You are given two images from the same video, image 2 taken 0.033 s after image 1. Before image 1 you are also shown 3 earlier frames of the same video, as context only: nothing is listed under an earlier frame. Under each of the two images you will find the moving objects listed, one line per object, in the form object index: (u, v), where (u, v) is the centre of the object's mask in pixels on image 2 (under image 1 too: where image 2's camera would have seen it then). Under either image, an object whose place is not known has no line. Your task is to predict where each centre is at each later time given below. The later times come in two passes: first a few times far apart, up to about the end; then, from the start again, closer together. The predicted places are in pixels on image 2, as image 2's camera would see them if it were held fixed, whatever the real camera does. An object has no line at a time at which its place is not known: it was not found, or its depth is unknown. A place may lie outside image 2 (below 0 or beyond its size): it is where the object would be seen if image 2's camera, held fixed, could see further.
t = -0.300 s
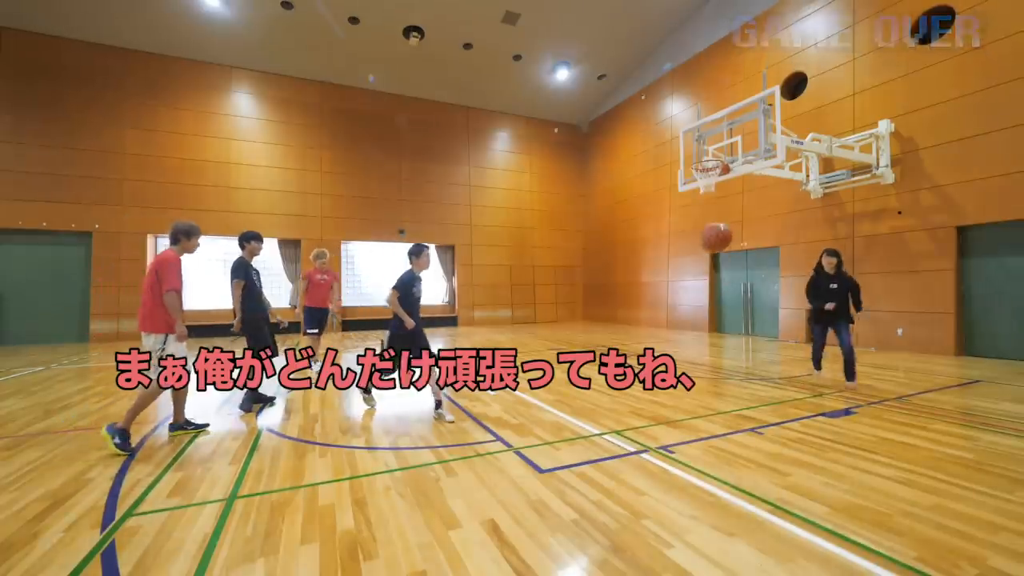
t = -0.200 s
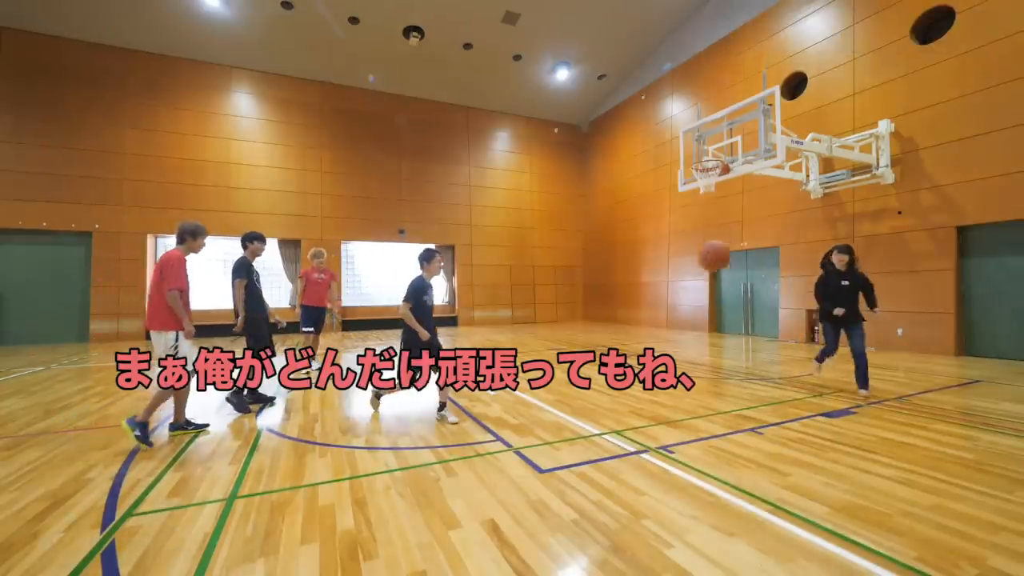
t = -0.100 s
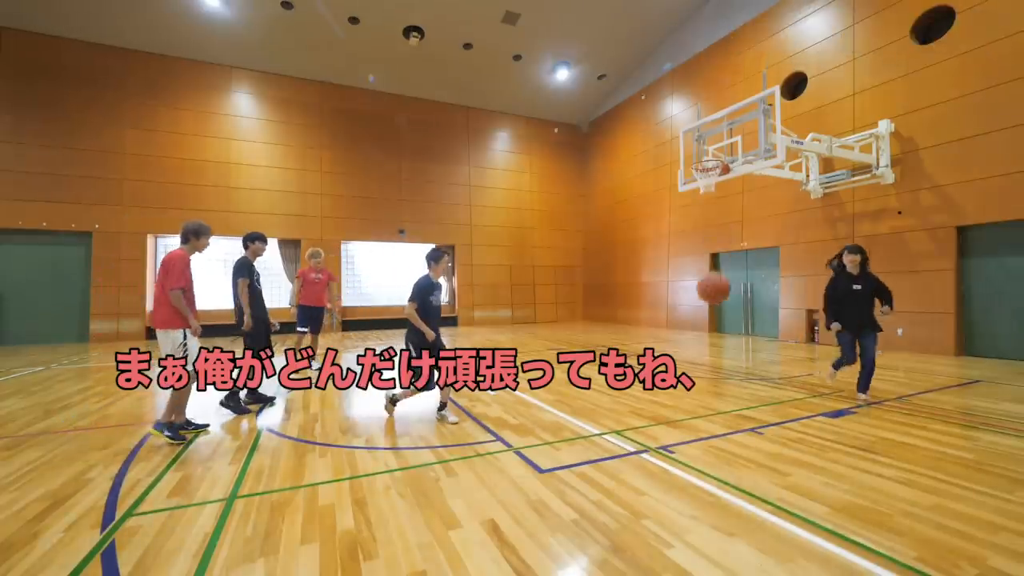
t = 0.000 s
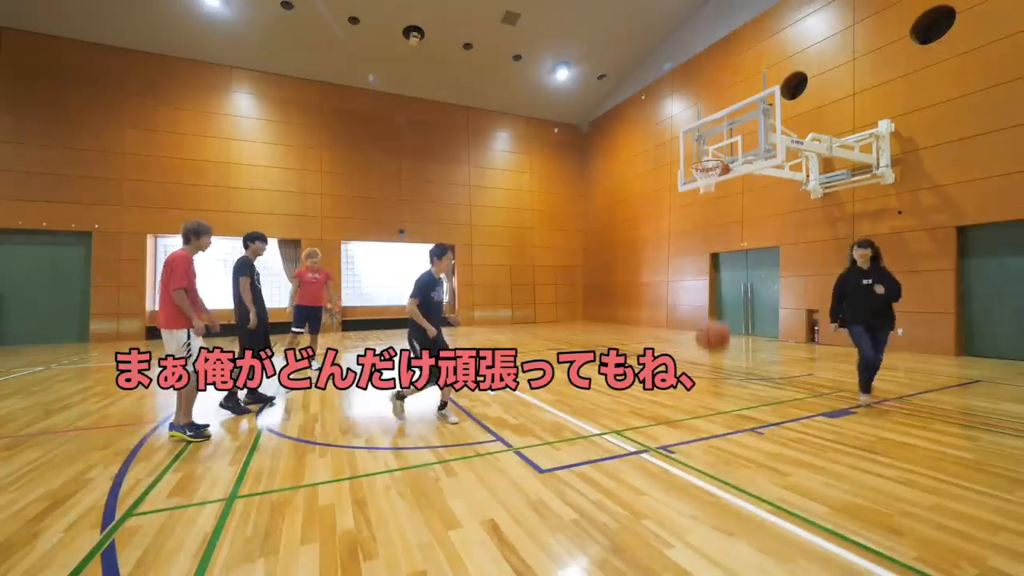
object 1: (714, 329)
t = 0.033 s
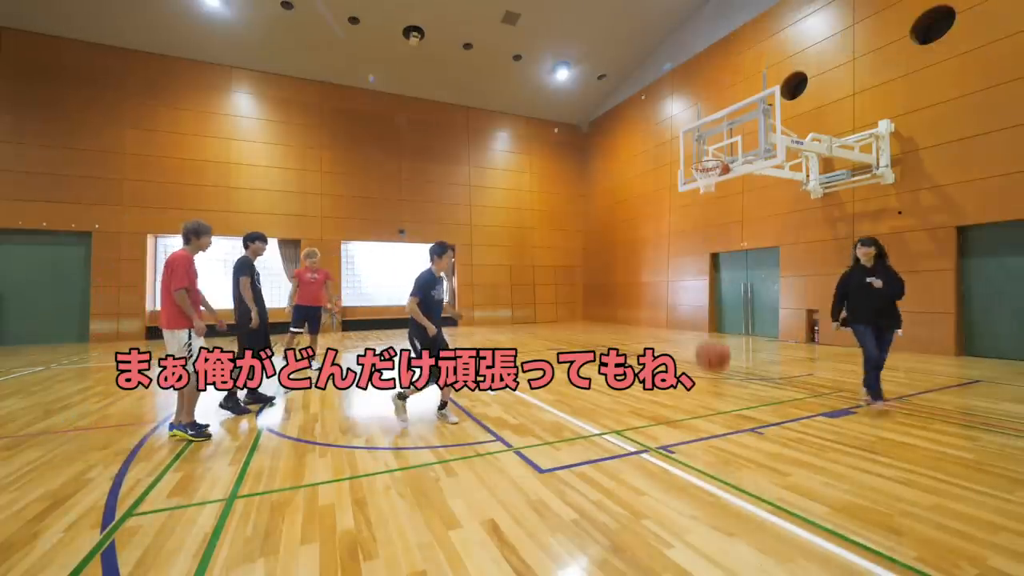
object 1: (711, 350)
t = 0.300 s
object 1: (703, 360)
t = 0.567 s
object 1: (691, 319)
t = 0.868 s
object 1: (670, 412)
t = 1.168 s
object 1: (656, 419)
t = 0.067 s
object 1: (712, 369)
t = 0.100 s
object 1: (711, 394)
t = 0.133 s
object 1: (710, 419)
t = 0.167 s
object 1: (709, 418)
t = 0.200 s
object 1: (704, 402)
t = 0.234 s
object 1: (706, 388)
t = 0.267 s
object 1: (706, 373)
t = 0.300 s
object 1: (703, 360)
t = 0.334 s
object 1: (702, 351)
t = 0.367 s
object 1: (701, 342)
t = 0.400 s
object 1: (699, 335)
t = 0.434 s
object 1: (697, 327)
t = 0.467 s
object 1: (695, 322)
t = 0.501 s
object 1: (695, 319)
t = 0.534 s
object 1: (693, 319)
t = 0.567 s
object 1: (691, 319)
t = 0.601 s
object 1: (689, 320)
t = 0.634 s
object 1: (688, 324)
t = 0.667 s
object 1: (680, 332)
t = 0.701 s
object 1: (680, 339)
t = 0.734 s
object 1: (683, 348)
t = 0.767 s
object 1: (686, 359)
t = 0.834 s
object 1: (678, 397)
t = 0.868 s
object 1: (670, 412)
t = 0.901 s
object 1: (672, 434)
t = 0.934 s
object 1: (671, 460)
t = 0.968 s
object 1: (669, 481)
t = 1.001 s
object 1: (667, 462)
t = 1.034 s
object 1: (664, 447)
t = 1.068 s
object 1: (664, 437)
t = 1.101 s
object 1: (660, 428)
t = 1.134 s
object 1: (657, 421)
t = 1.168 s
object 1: (656, 419)
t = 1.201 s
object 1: (651, 408)
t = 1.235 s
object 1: (647, 405)
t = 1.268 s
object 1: (645, 405)
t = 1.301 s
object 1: (639, 407)
